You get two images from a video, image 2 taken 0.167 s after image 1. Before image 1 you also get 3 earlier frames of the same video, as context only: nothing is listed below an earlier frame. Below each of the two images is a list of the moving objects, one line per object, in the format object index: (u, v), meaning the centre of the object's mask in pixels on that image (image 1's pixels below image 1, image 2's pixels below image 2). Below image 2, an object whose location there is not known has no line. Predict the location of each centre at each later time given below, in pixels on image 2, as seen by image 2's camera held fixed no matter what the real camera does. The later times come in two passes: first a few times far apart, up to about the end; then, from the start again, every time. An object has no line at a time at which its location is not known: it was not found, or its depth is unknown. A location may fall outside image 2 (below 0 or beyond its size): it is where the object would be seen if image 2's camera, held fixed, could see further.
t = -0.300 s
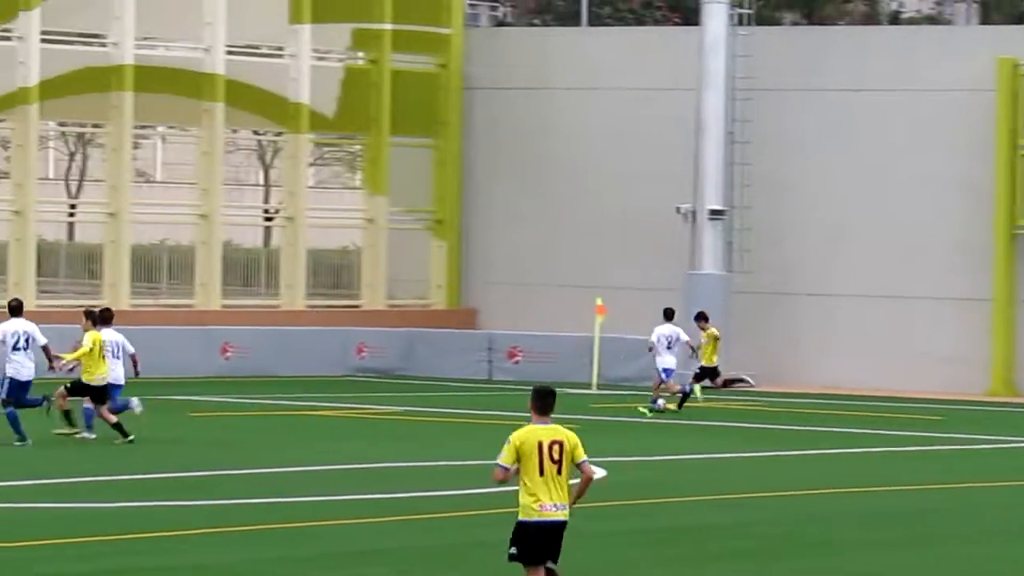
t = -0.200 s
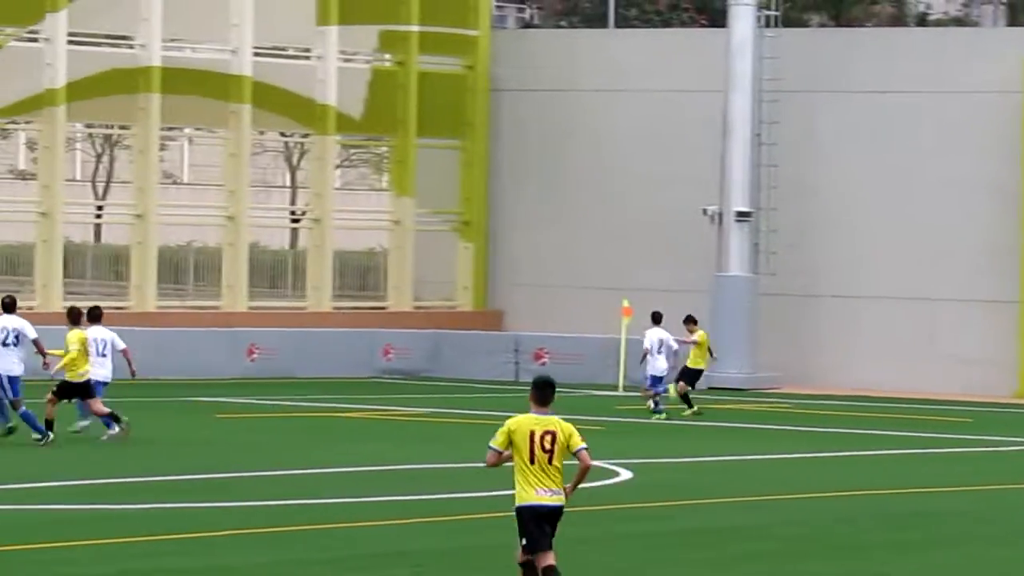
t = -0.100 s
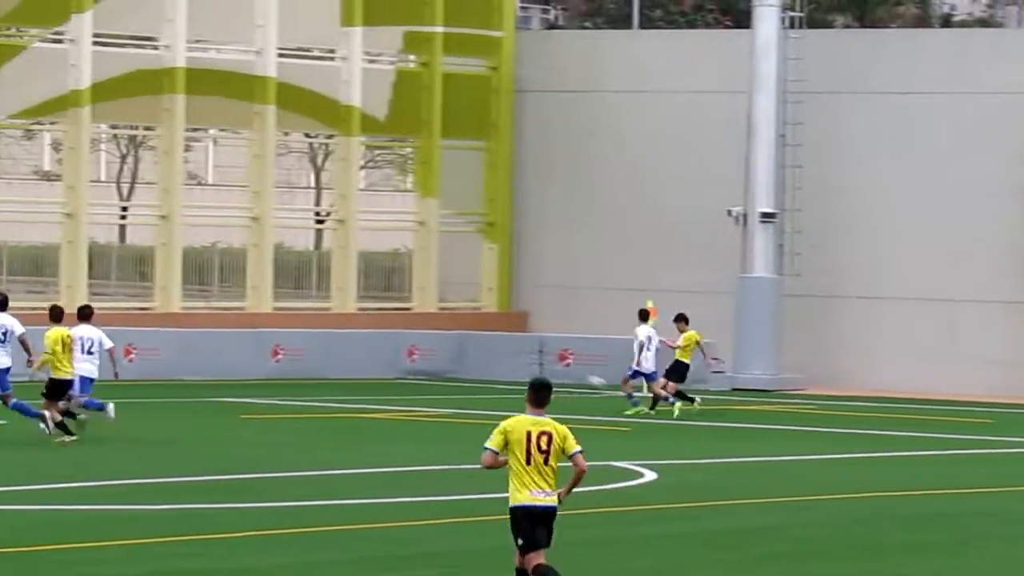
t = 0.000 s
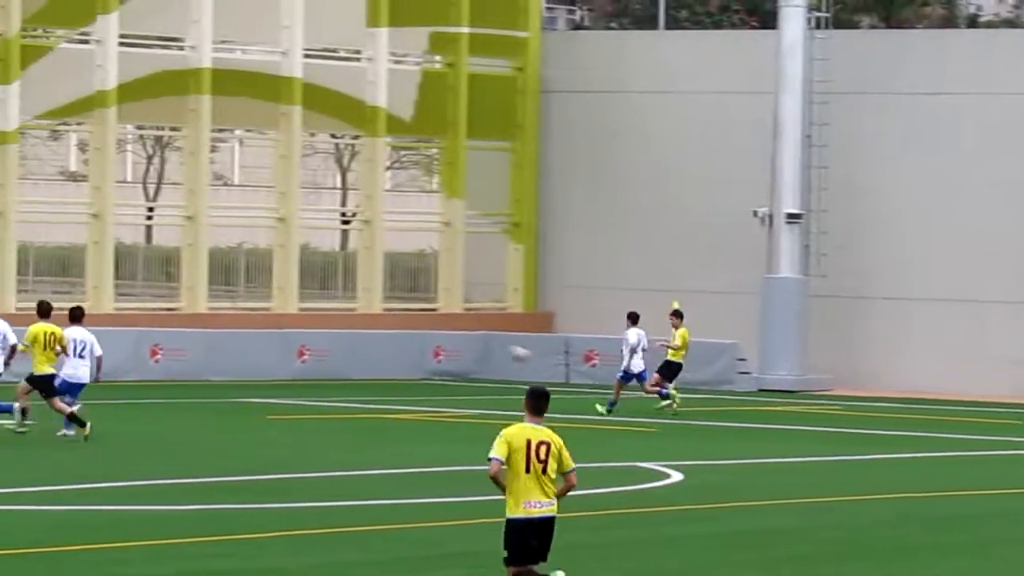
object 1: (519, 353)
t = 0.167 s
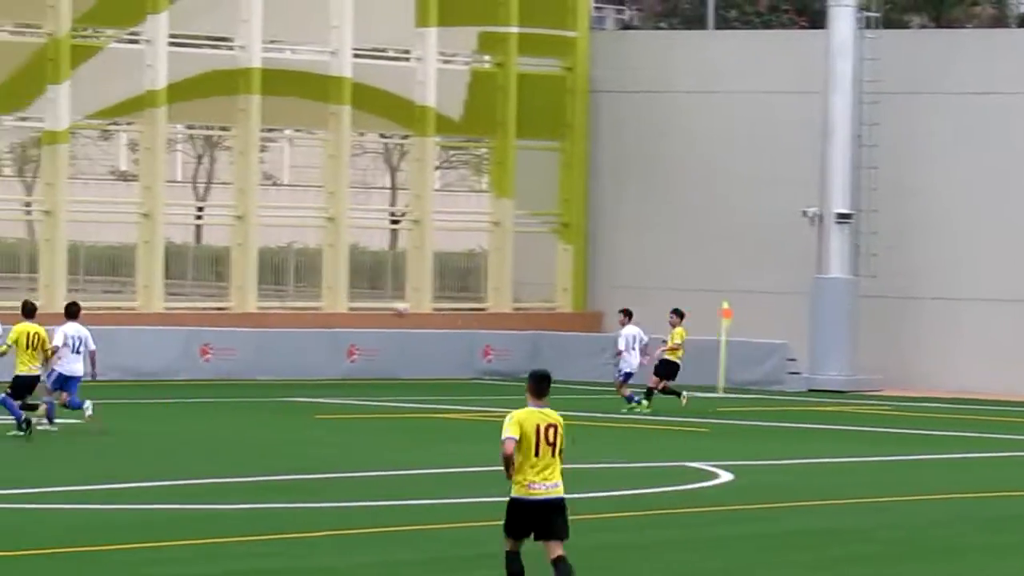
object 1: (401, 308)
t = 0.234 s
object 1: (332, 294)
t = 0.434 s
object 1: (132, 256)
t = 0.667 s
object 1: (-108, 230)
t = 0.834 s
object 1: (-285, 224)
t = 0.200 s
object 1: (366, 301)
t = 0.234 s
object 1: (332, 294)
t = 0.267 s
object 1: (300, 287)
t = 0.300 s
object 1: (267, 280)
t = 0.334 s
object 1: (233, 273)
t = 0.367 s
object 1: (201, 266)
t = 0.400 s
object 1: (167, 262)
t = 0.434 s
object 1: (132, 256)
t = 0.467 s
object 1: (98, 250)
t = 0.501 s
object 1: (65, 247)
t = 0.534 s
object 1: (31, 243)
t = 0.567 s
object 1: (-3, 239)
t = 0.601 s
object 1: (-39, 235)
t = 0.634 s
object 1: (-73, 232)
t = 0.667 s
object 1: (-108, 230)
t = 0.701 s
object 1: (-142, 227)
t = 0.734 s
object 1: (-178, 225)
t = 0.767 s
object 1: (-214, 225)
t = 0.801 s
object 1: (-248, 223)
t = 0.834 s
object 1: (-285, 224)
